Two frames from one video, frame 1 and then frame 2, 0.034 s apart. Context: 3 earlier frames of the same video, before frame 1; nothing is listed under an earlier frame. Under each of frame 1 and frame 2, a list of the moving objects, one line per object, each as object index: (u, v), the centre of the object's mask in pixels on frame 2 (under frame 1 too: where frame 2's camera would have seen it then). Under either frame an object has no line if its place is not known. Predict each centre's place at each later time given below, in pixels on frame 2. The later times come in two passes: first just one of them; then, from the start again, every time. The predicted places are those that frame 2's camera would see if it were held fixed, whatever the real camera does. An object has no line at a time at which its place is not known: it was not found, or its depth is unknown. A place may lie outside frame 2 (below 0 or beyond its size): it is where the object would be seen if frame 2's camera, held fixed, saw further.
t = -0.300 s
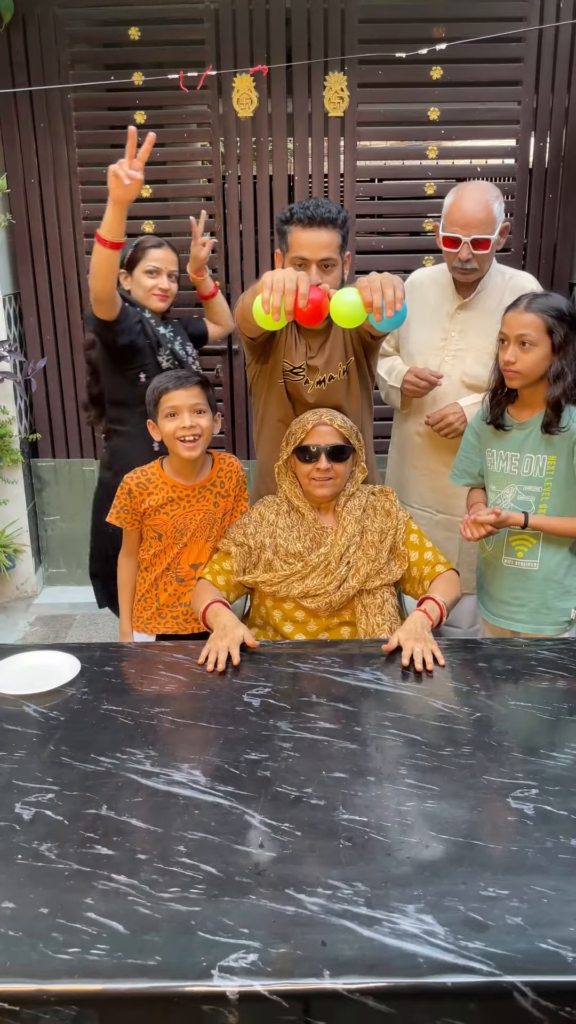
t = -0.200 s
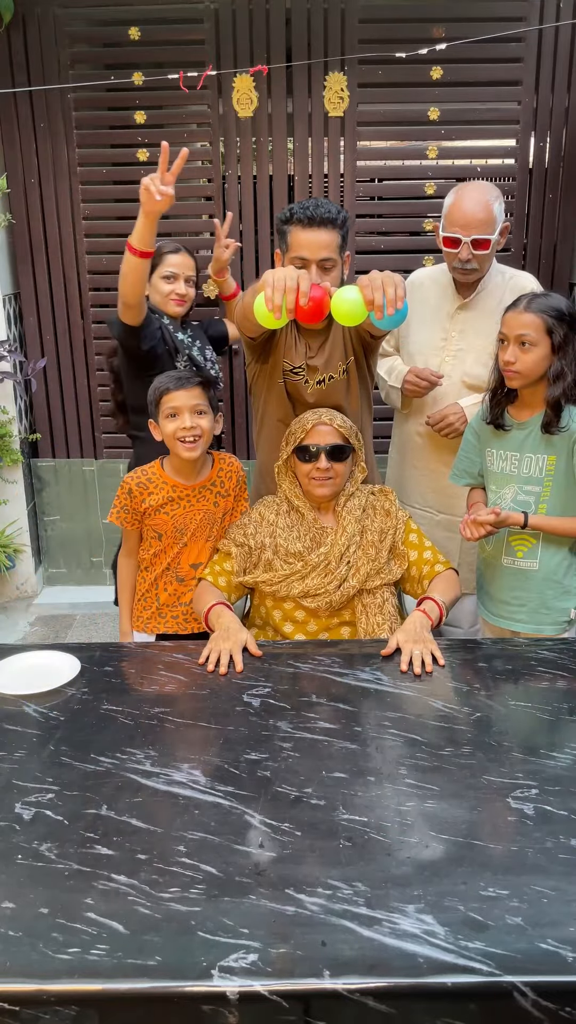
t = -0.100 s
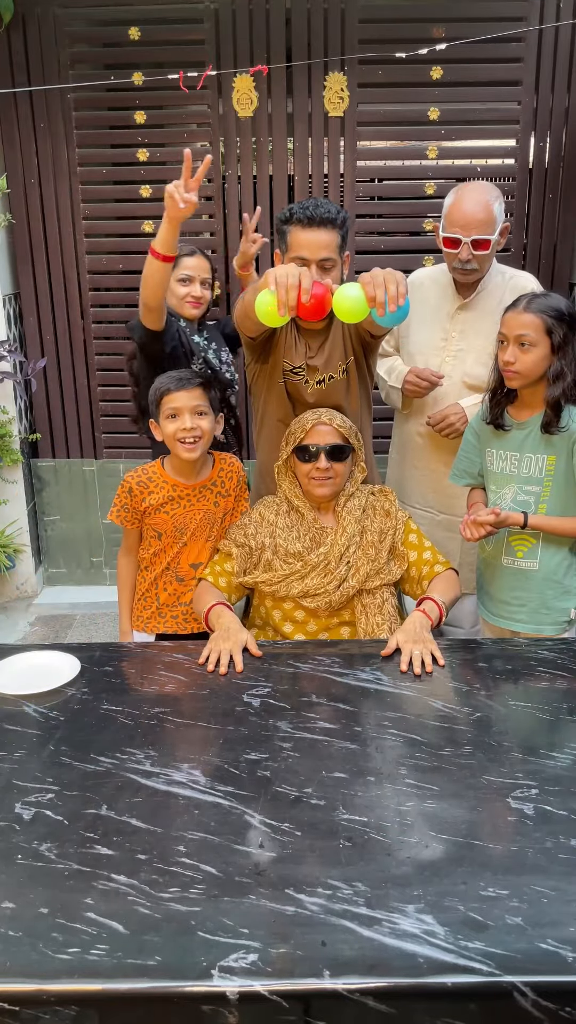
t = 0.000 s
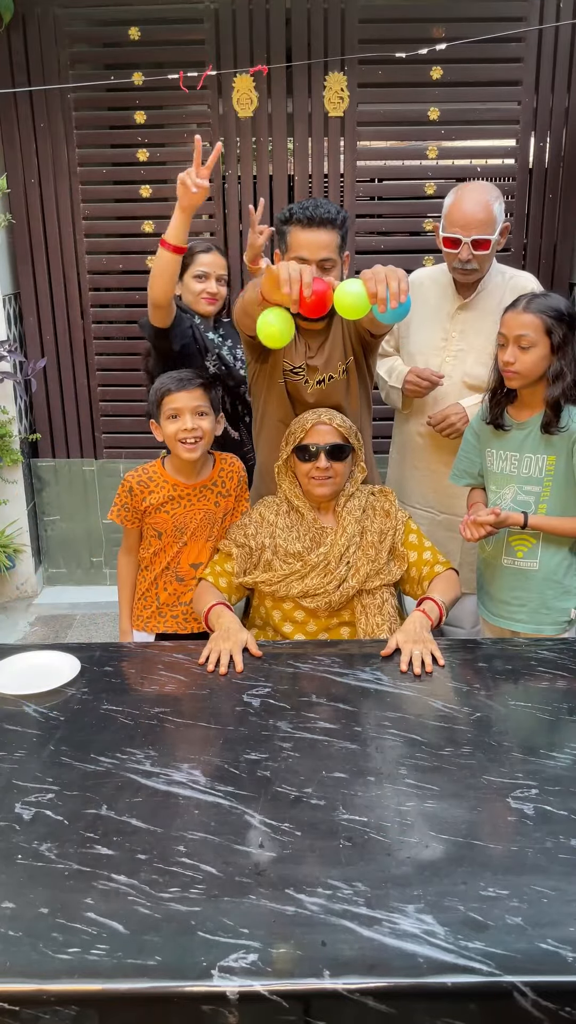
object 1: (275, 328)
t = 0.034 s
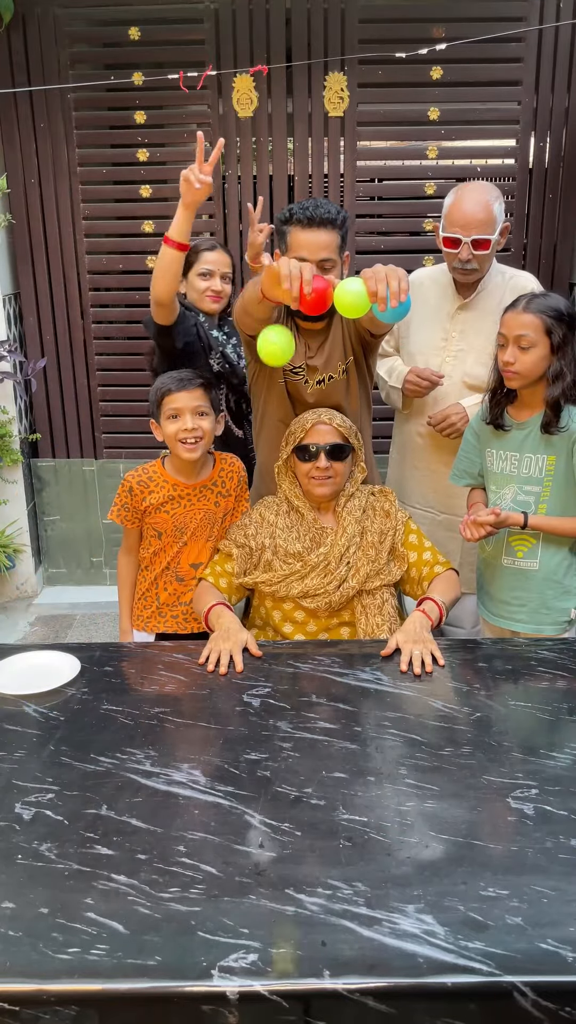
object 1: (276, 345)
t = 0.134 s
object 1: (277, 430)
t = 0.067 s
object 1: (276, 369)
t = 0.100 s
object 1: (277, 397)
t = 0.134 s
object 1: (277, 430)
